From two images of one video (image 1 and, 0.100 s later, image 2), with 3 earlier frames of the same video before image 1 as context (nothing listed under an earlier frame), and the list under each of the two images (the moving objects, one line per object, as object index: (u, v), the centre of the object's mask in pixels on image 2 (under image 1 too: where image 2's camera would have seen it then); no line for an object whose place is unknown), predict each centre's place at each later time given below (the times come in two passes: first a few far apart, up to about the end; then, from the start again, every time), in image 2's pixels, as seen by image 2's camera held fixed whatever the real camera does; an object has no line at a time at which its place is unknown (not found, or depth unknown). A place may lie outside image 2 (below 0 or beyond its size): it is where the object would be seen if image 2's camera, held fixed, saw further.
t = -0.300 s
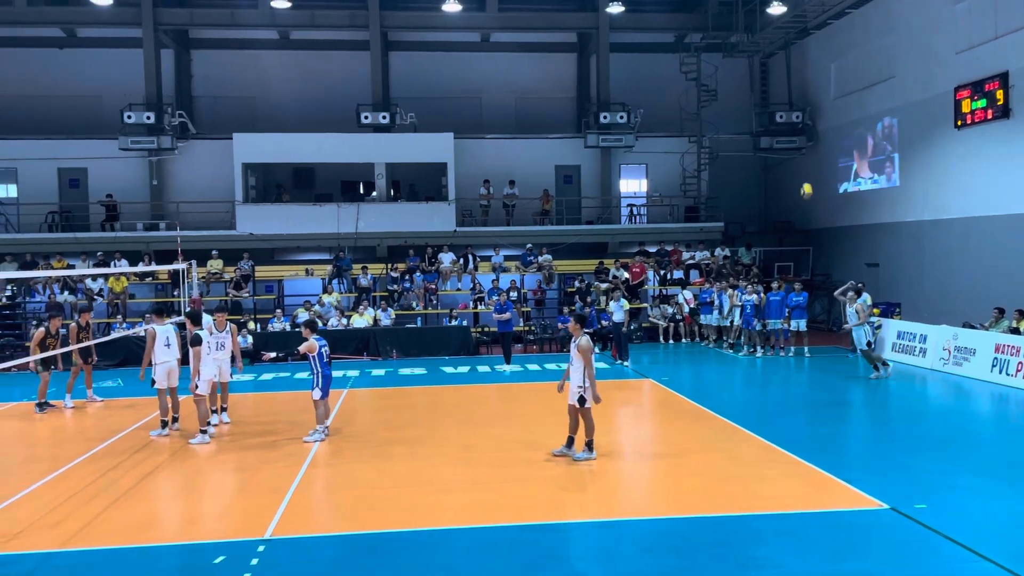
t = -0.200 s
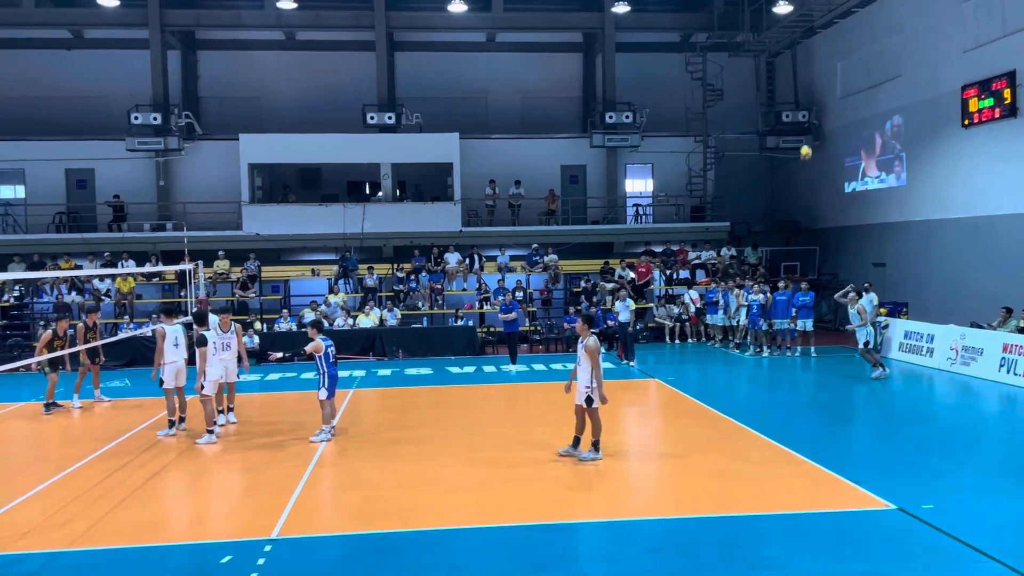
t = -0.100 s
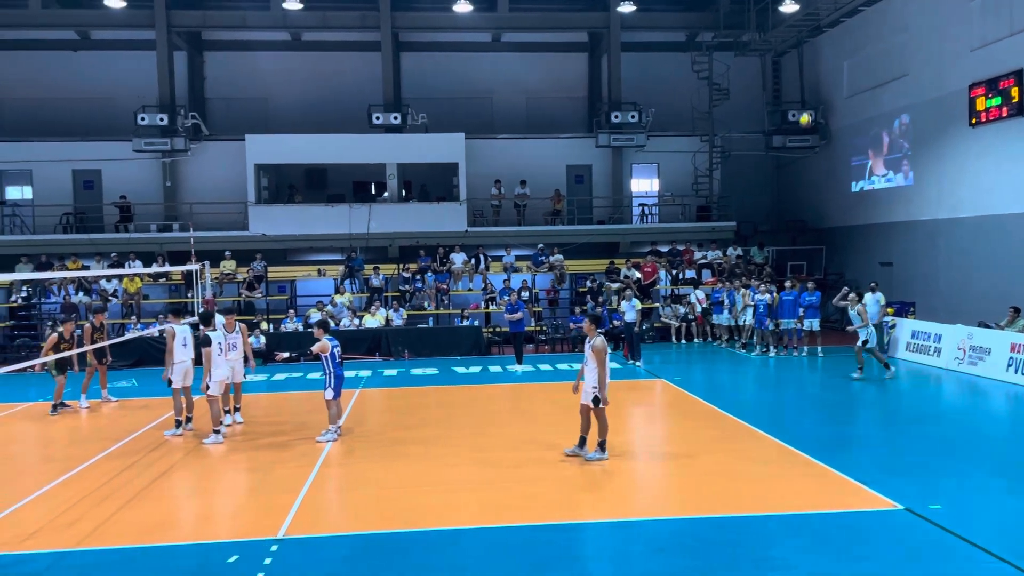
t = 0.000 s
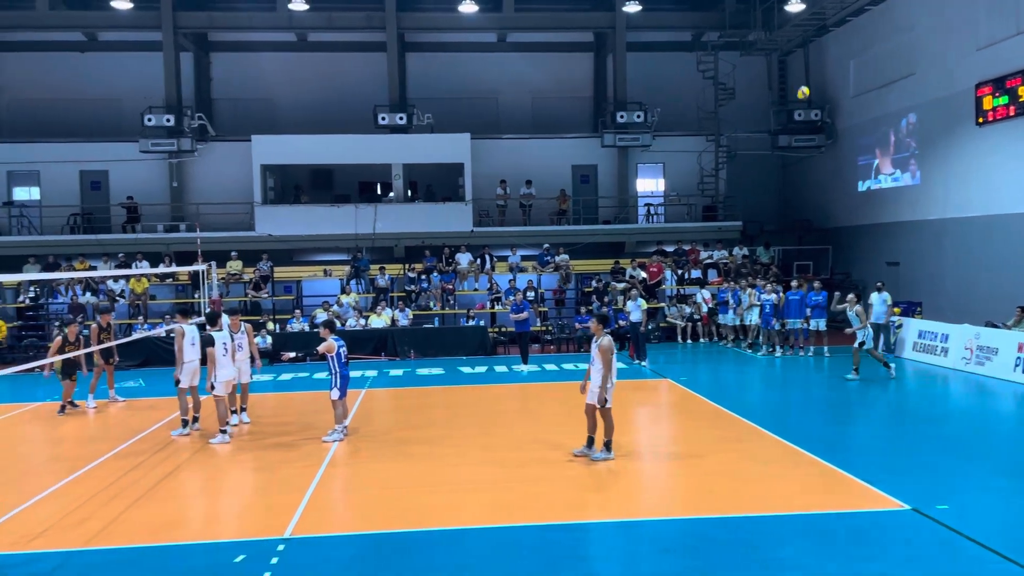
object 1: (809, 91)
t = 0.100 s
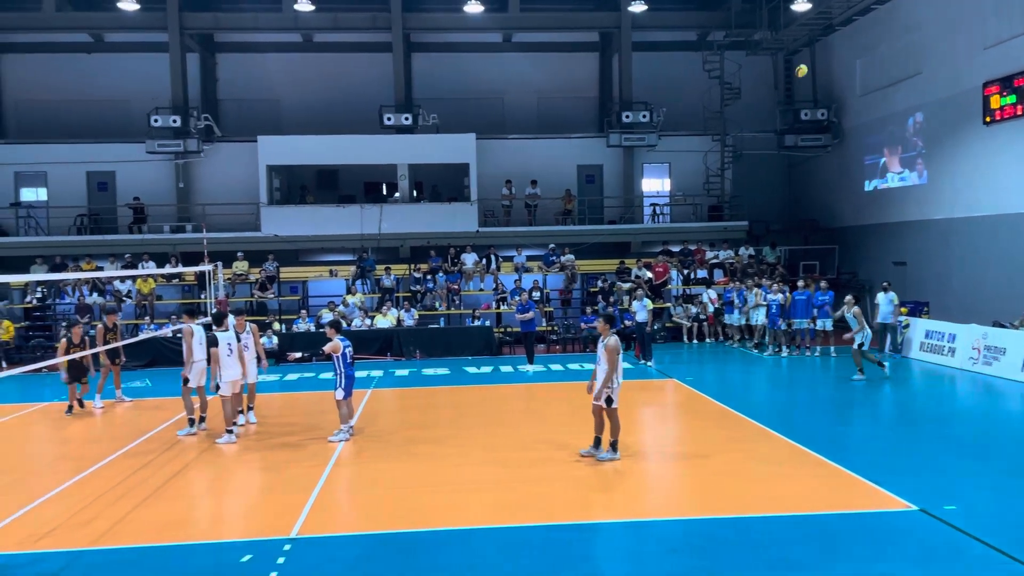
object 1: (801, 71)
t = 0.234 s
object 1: (791, 51)
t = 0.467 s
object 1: (771, 38)
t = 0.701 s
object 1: (751, 54)
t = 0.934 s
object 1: (733, 98)
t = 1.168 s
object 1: (717, 168)
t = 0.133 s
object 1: (798, 65)
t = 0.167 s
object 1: (796, 59)
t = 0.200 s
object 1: (793, 55)
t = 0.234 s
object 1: (791, 51)
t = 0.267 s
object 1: (788, 47)
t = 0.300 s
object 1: (785, 44)
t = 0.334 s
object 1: (782, 42)
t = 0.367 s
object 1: (779, 40)
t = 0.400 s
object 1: (777, 39)
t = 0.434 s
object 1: (773, 38)
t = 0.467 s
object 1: (771, 38)
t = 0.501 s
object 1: (768, 39)
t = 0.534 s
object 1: (765, 40)
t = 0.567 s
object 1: (762, 42)
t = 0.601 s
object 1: (760, 44)
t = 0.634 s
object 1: (757, 47)
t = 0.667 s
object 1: (754, 50)
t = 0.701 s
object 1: (751, 54)
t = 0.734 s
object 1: (749, 59)
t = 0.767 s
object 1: (746, 64)
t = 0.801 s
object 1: (743, 70)
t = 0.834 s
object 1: (741, 76)
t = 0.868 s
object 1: (738, 83)
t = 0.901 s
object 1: (736, 90)
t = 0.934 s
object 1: (733, 98)
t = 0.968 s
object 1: (731, 107)
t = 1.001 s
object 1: (728, 116)
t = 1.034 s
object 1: (726, 126)
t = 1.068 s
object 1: (723, 135)
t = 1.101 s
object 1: (721, 146)
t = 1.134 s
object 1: (720, 157)
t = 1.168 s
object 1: (717, 168)
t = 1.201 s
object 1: (715, 181)
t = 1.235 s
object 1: (713, 194)
